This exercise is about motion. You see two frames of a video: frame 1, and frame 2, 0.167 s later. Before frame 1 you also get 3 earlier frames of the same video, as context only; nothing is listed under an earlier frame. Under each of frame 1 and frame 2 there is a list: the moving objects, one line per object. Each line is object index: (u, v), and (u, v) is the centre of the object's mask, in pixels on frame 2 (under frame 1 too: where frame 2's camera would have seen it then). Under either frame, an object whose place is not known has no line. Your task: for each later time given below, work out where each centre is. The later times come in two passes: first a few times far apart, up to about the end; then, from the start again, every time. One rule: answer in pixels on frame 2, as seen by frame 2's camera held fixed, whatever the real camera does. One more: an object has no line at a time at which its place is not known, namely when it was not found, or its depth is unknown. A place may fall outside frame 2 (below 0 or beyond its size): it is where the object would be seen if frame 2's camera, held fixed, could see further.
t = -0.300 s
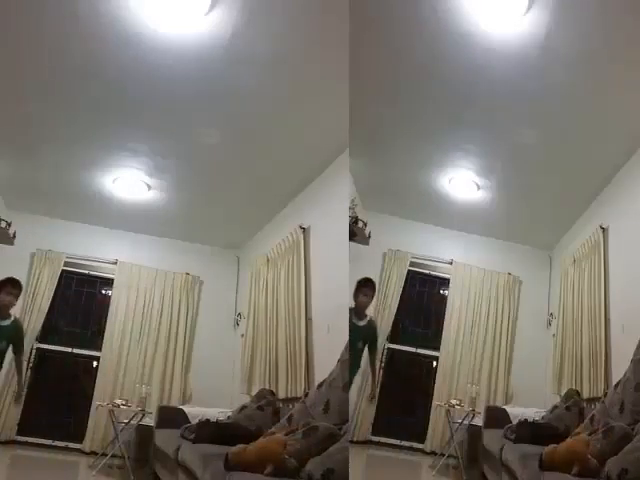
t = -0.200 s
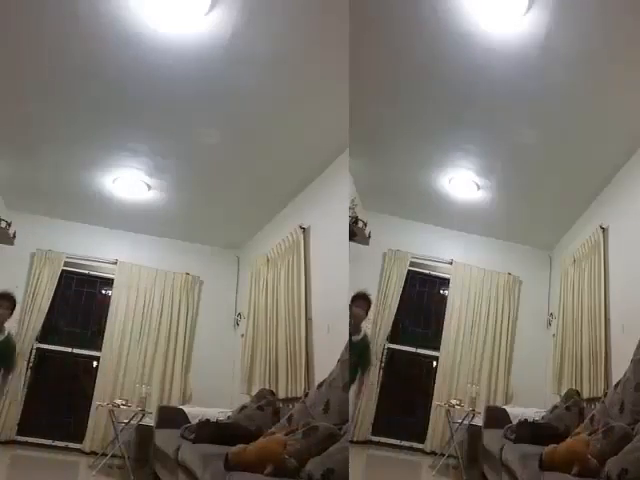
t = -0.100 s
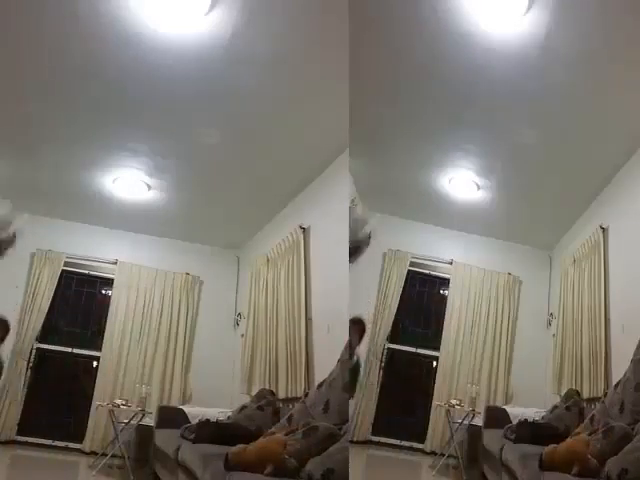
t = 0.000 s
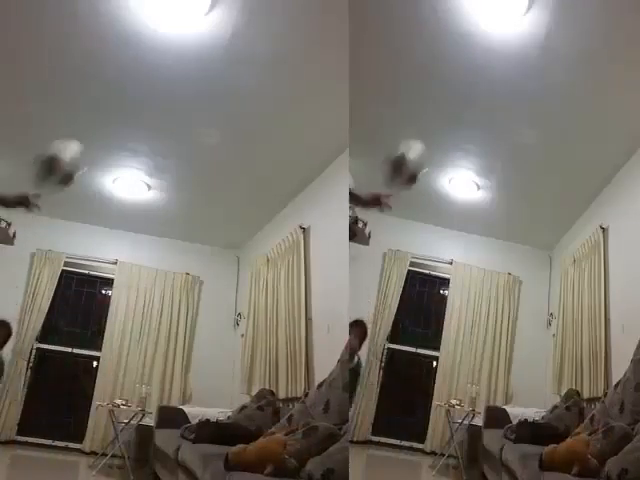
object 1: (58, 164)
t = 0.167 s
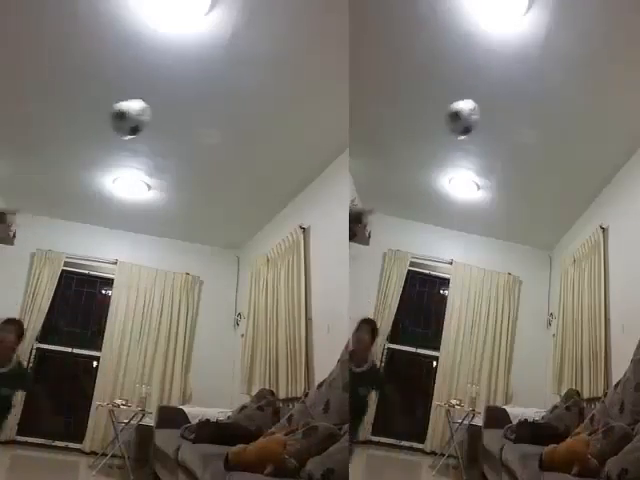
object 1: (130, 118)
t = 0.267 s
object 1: (156, 114)
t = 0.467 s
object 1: (199, 144)
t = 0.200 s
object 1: (139, 115)
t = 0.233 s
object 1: (148, 113)
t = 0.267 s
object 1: (156, 114)
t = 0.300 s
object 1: (165, 115)
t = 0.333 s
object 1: (172, 118)
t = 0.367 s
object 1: (179, 123)
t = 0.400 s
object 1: (186, 128)
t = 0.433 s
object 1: (193, 136)
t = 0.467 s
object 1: (199, 144)
